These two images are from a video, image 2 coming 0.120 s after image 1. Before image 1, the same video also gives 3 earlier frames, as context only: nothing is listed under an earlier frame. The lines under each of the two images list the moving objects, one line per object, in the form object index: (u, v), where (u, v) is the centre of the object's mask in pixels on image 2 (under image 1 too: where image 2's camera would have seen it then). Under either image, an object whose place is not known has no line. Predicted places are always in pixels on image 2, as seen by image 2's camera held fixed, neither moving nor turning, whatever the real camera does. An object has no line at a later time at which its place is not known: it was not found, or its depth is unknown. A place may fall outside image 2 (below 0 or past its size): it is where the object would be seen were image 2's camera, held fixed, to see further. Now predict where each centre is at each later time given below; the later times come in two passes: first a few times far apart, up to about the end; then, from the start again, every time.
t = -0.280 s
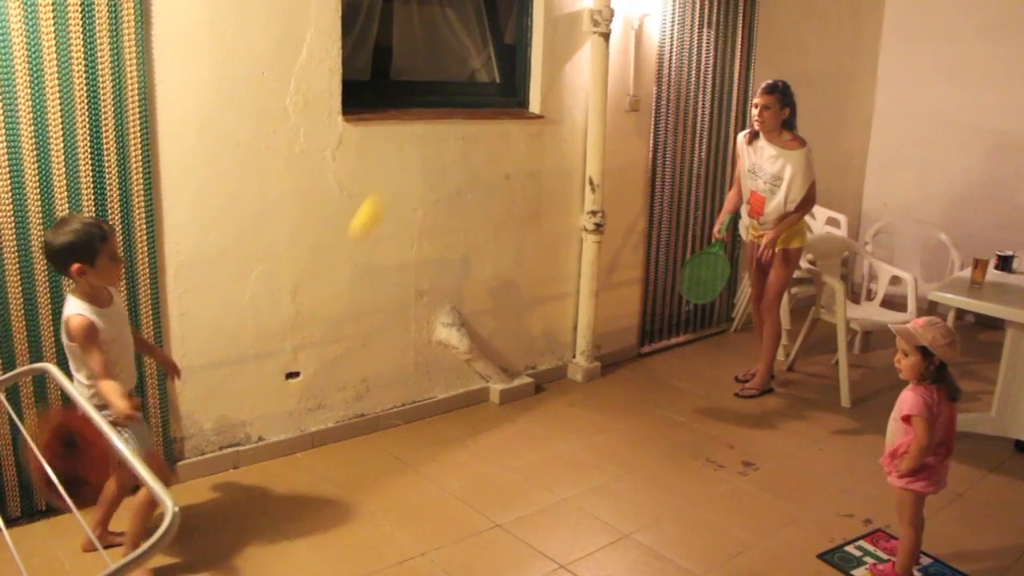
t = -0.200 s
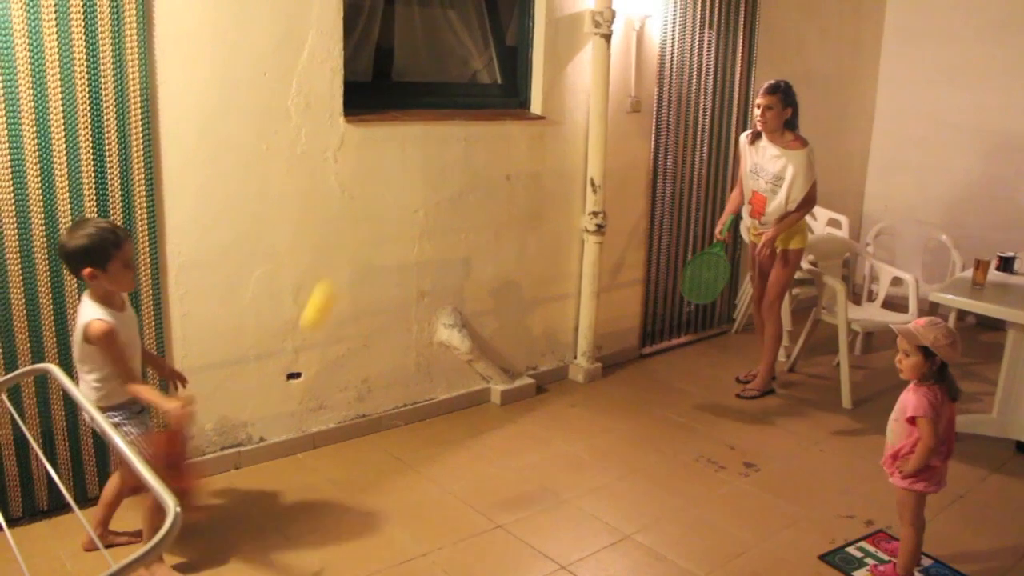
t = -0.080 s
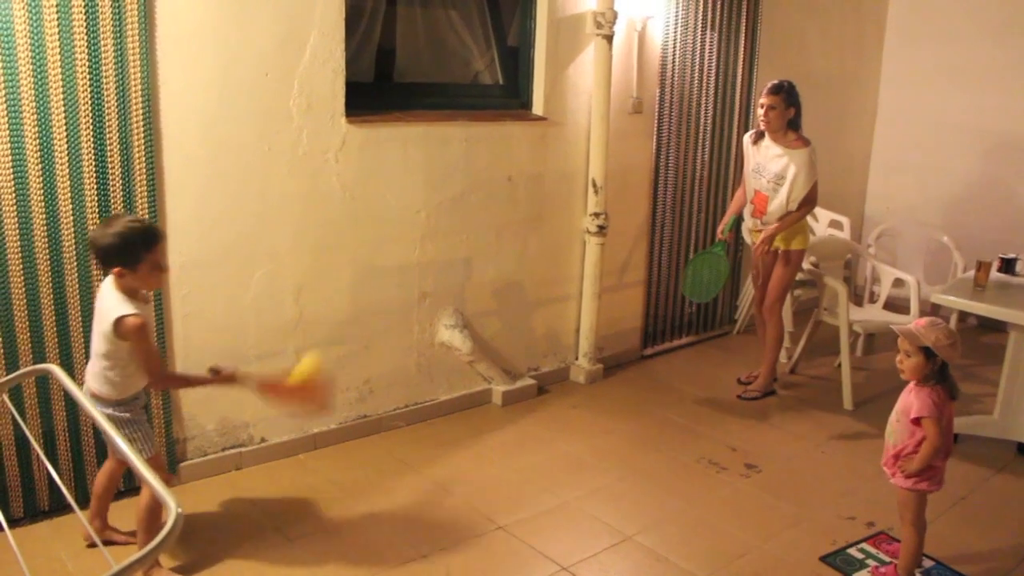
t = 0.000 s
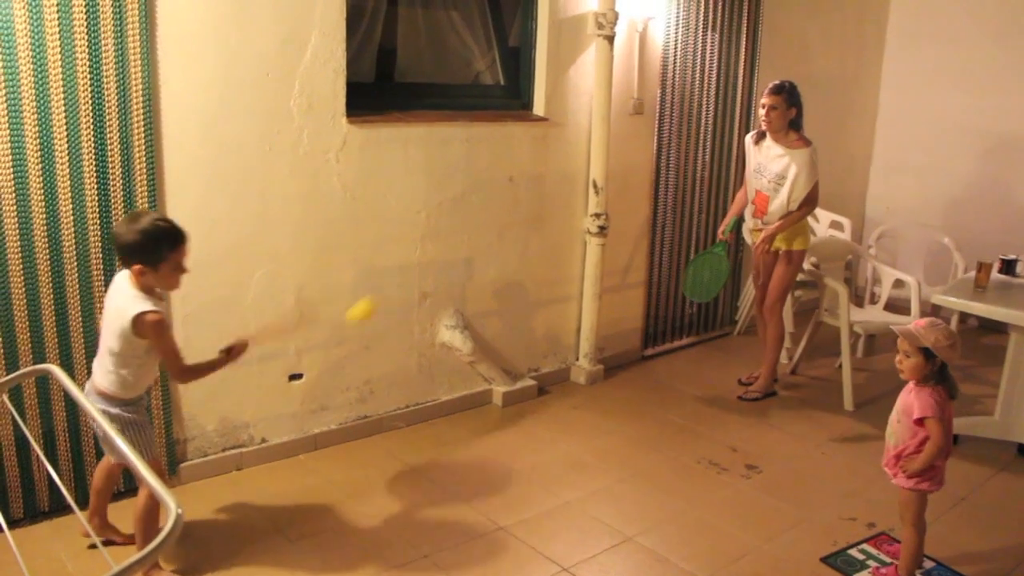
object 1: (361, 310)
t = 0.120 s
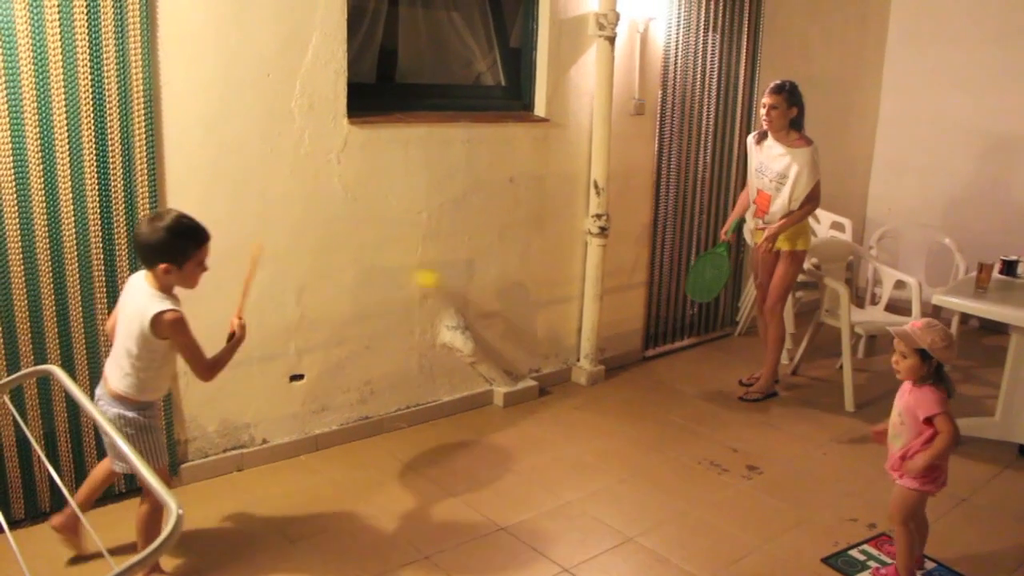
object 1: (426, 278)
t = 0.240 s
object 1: (504, 308)
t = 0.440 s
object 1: (610, 418)
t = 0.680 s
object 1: (683, 384)
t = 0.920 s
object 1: (742, 401)
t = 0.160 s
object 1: (452, 284)
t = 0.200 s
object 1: (478, 295)
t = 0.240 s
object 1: (504, 308)
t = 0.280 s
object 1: (528, 325)
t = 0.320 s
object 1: (549, 344)
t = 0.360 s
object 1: (571, 366)
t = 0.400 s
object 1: (591, 391)
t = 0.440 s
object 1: (610, 418)
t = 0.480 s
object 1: (625, 411)
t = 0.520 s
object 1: (638, 400)
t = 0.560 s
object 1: (650, 392)
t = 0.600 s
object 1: (661, 386)
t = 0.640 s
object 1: (673, 383)
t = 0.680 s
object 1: (683, 384)
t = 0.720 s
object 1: (693, 387)
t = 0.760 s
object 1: (702, 394)
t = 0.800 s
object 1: (711, 403)
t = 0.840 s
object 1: (720, 412)
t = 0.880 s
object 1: (732, 404)
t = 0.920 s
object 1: (742, 401)
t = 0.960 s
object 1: (752, 401)
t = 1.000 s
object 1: (763, 405)
